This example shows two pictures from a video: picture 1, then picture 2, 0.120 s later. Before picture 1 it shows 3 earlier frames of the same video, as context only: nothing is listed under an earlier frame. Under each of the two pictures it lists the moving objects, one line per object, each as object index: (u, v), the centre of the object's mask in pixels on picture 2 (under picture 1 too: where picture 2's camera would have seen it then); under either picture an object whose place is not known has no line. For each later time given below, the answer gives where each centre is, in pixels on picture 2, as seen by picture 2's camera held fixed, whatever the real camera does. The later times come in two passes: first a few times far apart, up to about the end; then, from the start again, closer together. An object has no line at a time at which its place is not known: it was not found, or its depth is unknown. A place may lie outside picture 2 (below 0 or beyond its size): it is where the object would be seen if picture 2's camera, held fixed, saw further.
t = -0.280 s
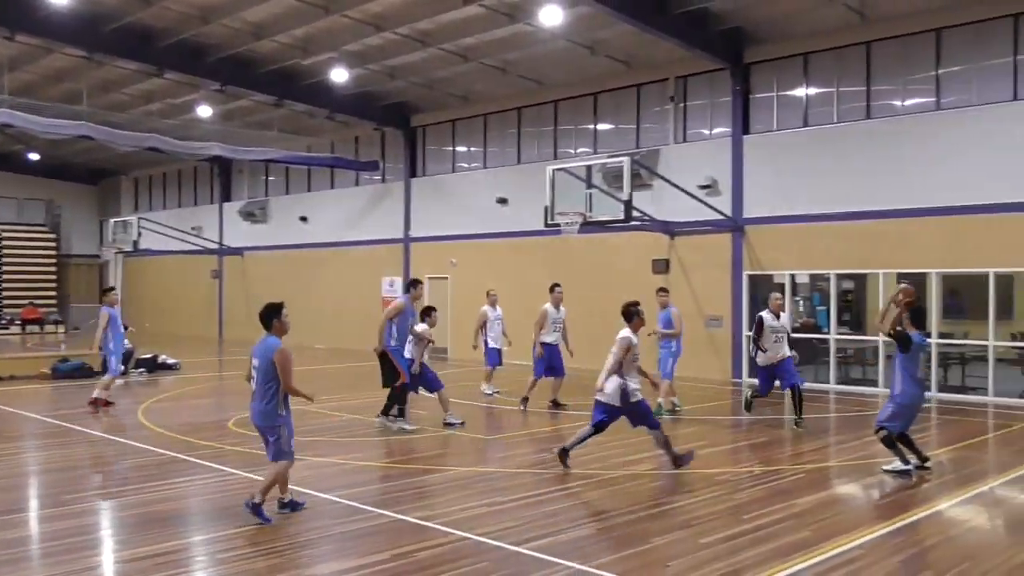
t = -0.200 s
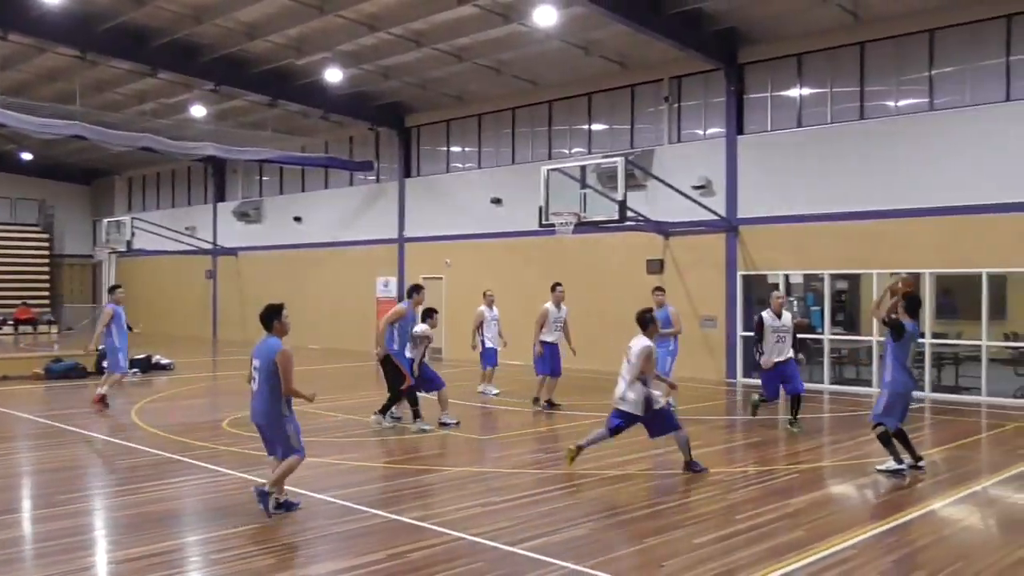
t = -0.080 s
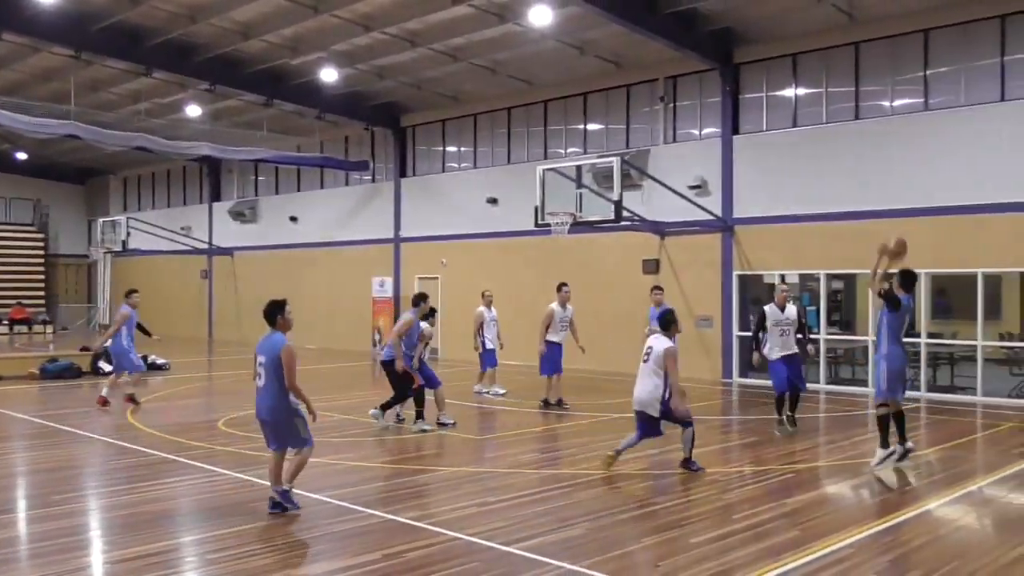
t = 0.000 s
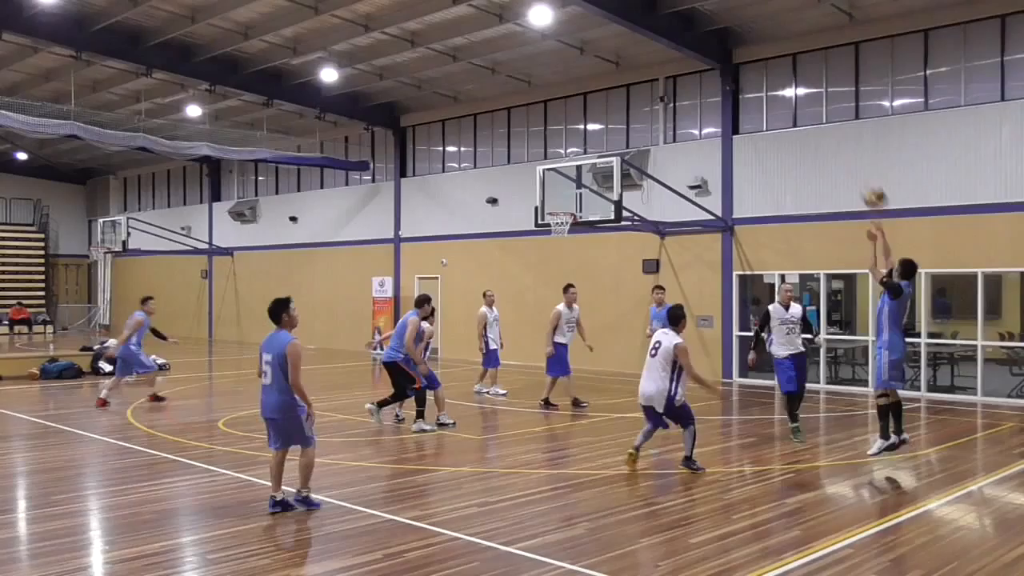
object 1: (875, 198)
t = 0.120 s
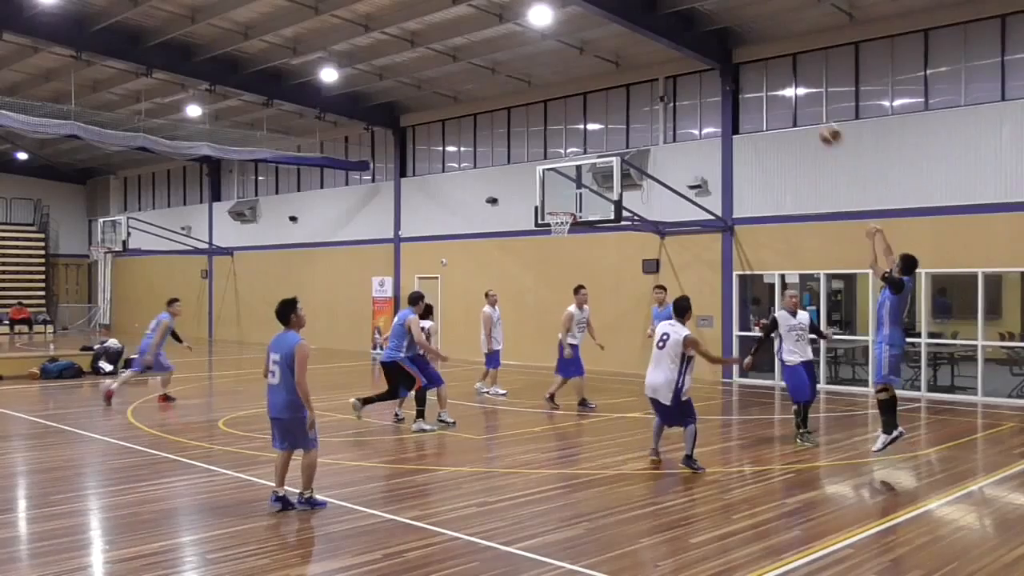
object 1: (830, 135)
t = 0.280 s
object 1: (780, 78)
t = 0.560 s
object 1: (705, 39)
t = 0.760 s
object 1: (660, 46)
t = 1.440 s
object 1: (556, 234)
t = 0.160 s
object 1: (815, 116)
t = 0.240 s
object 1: (790, 88)
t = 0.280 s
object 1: (780, 78)
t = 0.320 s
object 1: (767, 67)
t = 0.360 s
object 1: (756, 60)
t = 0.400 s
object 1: (744, 52)
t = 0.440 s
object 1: (734, 47)
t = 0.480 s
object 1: (724, 43)
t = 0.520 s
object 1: (714, 41)
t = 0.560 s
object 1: (705, 39)
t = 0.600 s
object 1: (696, 39)
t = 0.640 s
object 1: (687, 40)
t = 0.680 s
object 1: (679, 41)
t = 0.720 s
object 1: (671, 43)
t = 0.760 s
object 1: (660, 46)
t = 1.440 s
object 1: (556, 234)
